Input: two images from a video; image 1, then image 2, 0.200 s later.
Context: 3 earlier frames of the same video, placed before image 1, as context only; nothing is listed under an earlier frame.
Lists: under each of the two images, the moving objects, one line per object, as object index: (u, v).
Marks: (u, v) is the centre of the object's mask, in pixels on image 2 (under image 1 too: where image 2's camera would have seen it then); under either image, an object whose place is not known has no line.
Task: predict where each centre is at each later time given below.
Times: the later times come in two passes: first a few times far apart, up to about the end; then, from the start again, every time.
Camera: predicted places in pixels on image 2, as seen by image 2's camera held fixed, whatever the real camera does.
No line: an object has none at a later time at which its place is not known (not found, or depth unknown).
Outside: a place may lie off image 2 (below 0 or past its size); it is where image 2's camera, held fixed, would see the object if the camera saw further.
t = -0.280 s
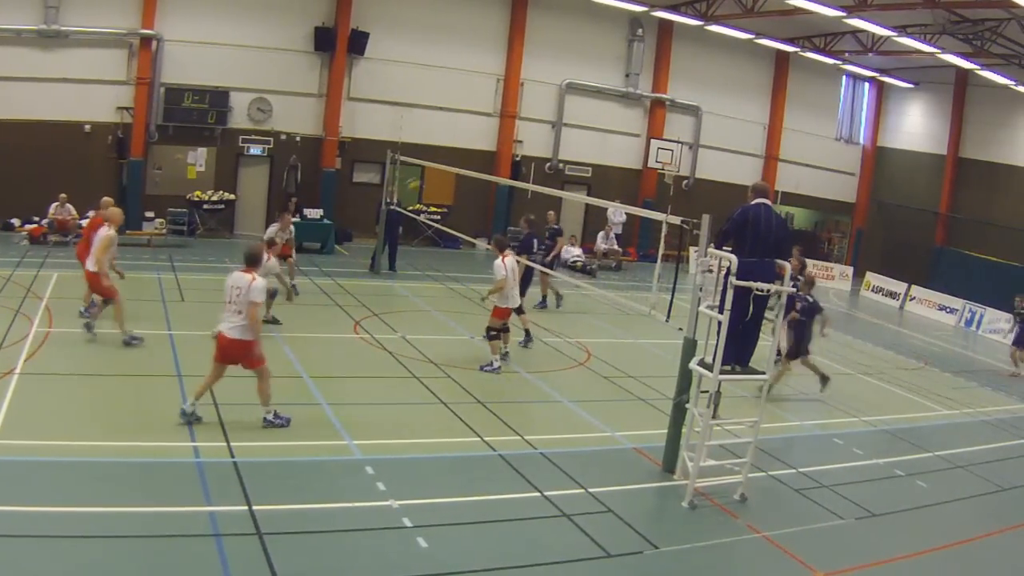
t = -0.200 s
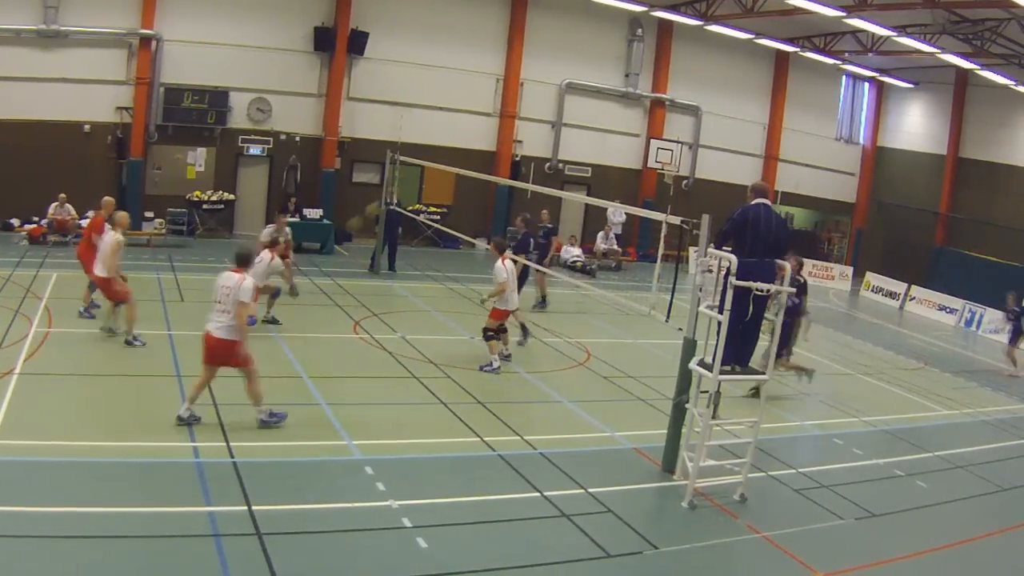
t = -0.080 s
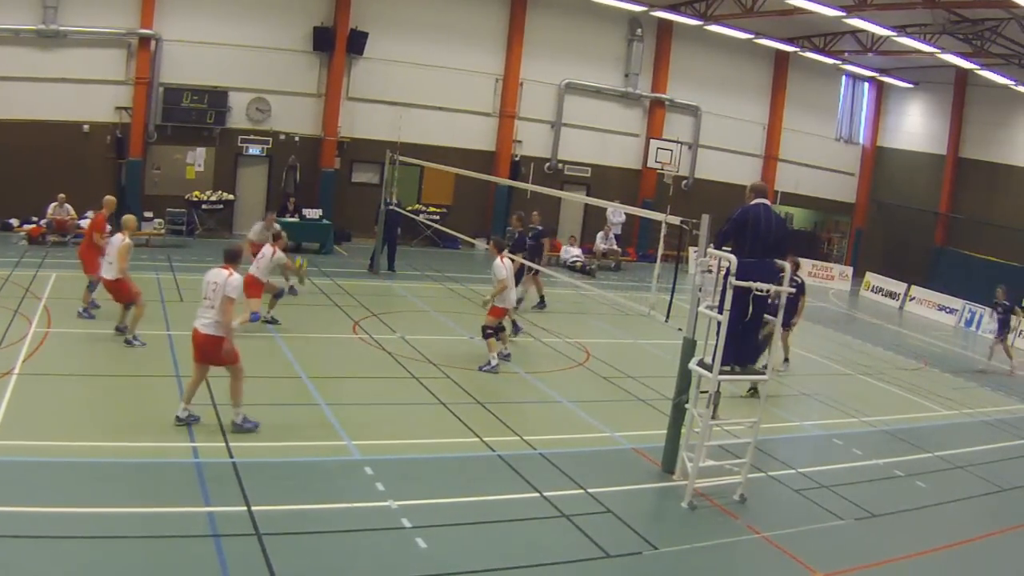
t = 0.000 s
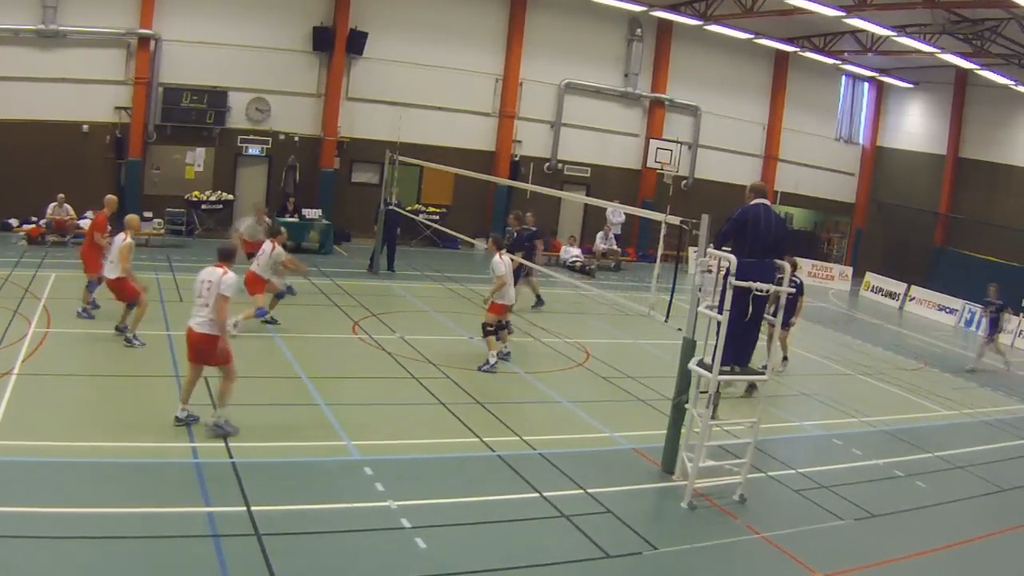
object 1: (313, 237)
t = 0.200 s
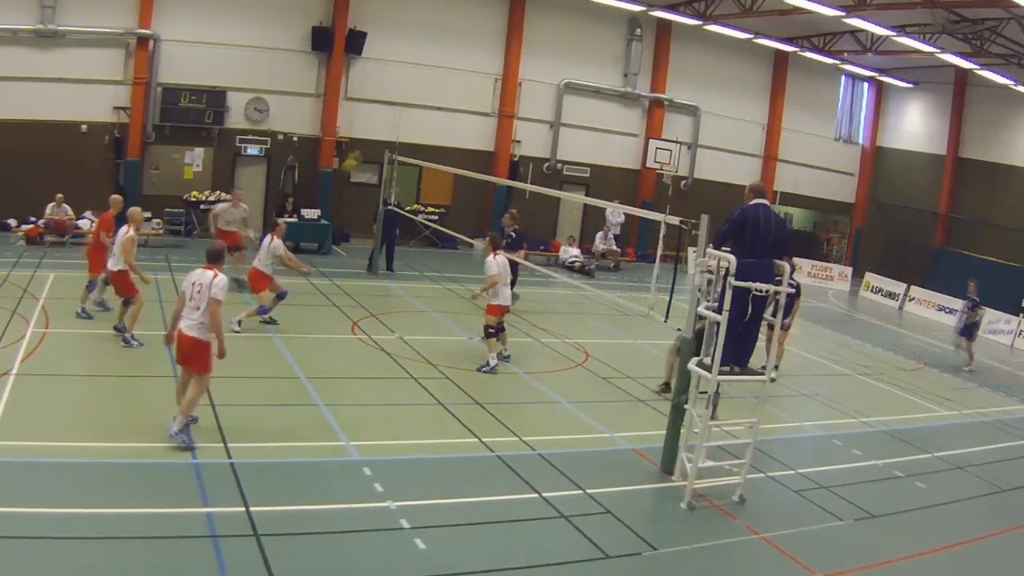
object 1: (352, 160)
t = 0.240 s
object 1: (359, 152)
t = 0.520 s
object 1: (406, 111)
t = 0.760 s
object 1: (442, 116)
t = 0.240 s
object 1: (359, 152)
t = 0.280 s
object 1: (366, 144)
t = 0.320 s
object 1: (373, 135)
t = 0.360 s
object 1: (380, 128)
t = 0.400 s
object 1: (387, 122)
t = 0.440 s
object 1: (393, 118)
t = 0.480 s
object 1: (401, 113)
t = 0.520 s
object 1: (406, 111)
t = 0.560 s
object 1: (411, 109)
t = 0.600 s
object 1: (418, 109)
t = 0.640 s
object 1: (424, 109)
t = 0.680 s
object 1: (432, 111)
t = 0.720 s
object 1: (437, 114)
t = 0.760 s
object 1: (442, 116)
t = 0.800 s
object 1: (449, 123)
